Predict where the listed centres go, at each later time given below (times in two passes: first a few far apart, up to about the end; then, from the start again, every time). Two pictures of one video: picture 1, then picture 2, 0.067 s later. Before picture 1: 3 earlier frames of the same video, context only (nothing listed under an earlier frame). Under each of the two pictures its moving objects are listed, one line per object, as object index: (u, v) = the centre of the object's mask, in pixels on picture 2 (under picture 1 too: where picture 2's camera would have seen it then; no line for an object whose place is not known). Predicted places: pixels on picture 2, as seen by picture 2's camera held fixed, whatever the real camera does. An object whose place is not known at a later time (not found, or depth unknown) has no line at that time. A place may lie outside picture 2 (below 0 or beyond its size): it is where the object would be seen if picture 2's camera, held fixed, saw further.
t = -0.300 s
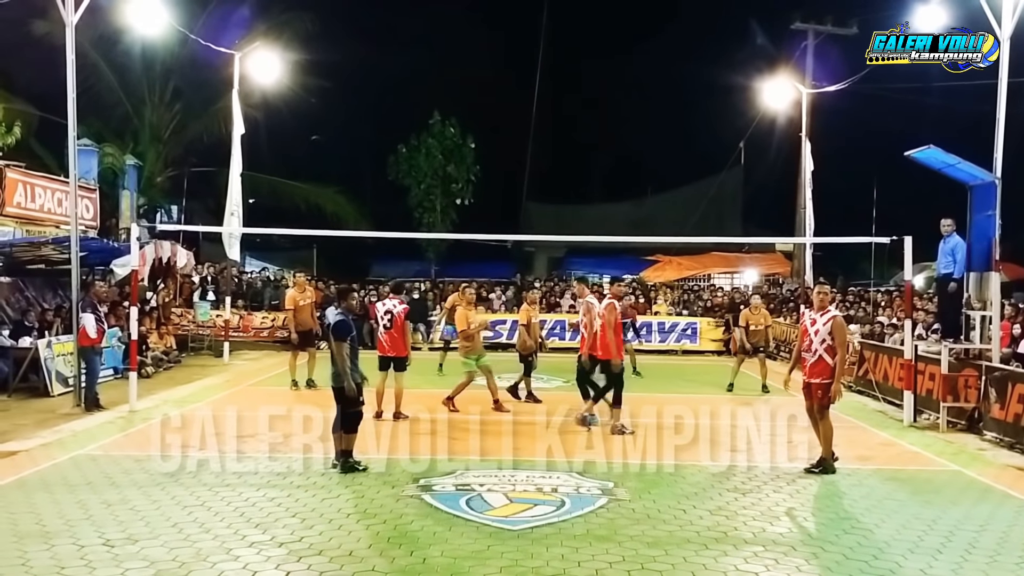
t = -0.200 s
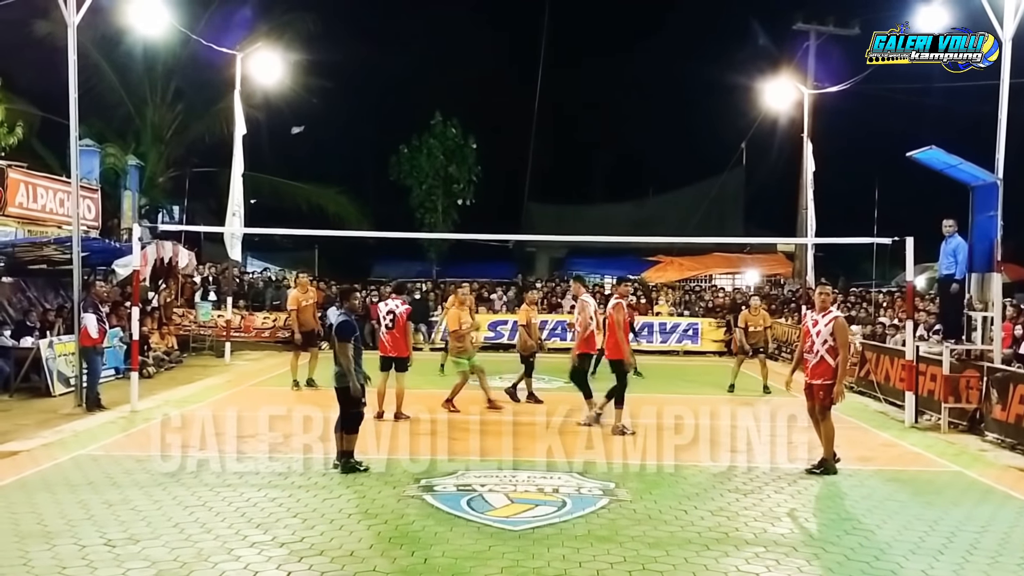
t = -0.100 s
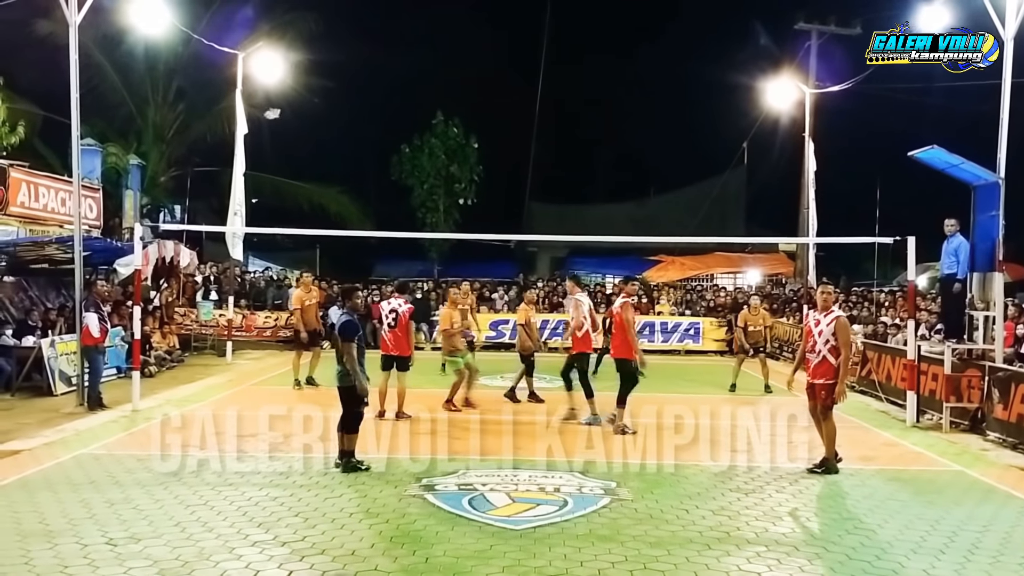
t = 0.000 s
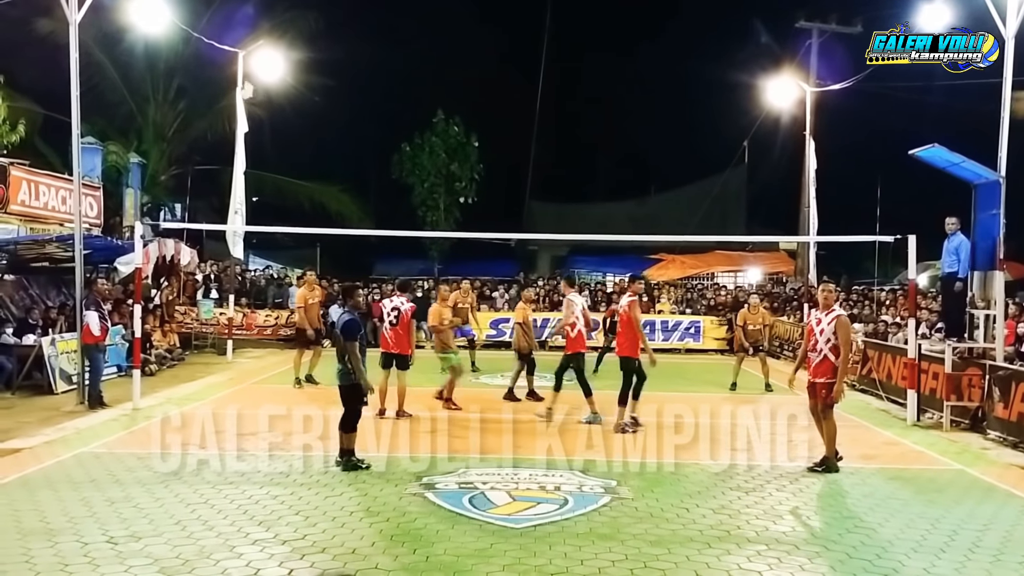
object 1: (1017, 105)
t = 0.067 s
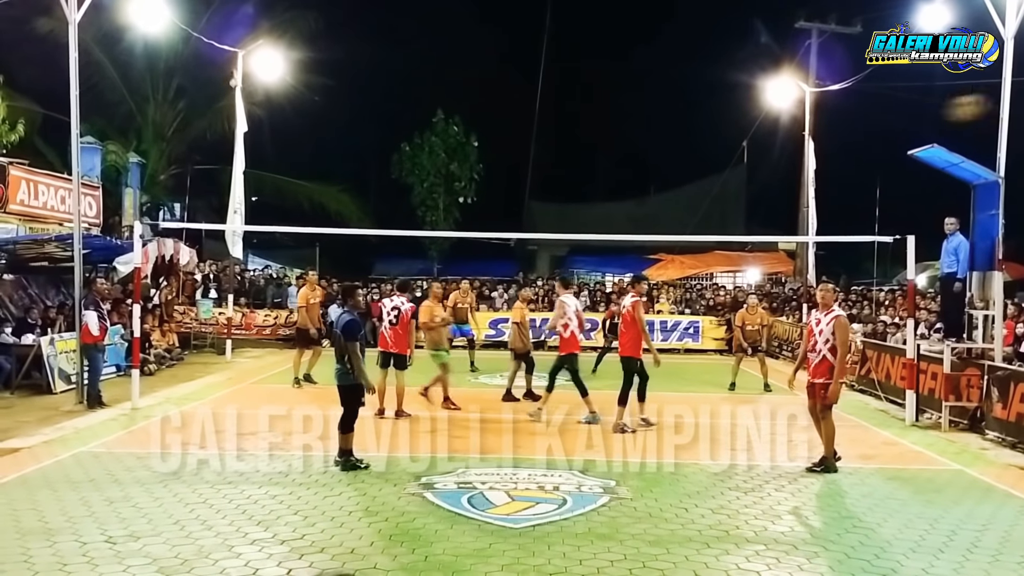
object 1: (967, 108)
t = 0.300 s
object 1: (833, 146)
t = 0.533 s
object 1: (762, 198)
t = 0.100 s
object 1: (941, 112)
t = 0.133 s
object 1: (919, 116)
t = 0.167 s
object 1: (899, 121)
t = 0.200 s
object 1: (879, 127)
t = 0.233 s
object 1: (863, 133)
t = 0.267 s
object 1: (847, 140)
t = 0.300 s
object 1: (833, 146)
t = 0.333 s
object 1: (823, 152)
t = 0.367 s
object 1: (807, 161)
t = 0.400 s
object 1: (795, 168)
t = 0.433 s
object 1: (787, 175)
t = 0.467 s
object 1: (778, 183)
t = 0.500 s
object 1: (770, 191)
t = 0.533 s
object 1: (762, 198)
